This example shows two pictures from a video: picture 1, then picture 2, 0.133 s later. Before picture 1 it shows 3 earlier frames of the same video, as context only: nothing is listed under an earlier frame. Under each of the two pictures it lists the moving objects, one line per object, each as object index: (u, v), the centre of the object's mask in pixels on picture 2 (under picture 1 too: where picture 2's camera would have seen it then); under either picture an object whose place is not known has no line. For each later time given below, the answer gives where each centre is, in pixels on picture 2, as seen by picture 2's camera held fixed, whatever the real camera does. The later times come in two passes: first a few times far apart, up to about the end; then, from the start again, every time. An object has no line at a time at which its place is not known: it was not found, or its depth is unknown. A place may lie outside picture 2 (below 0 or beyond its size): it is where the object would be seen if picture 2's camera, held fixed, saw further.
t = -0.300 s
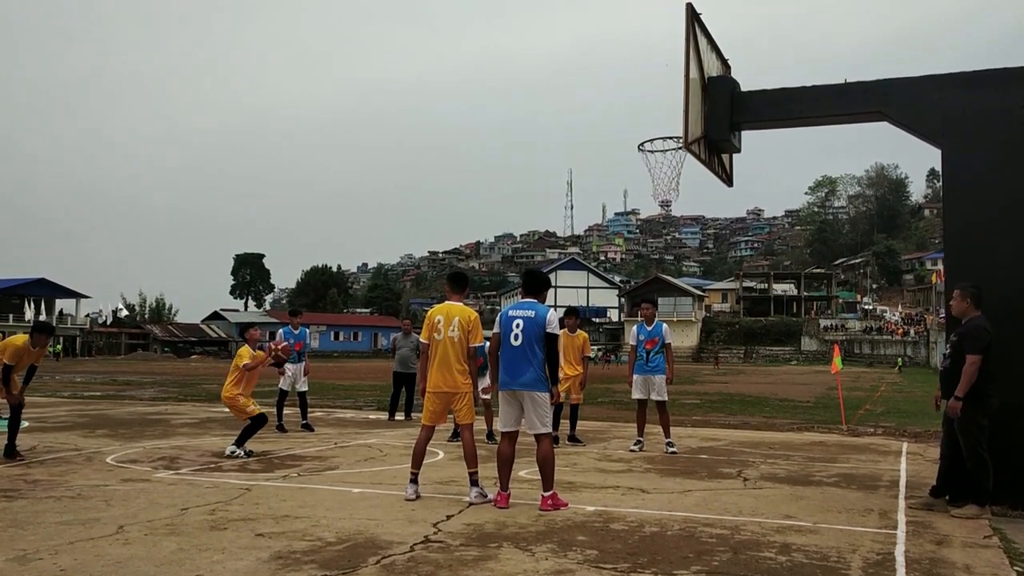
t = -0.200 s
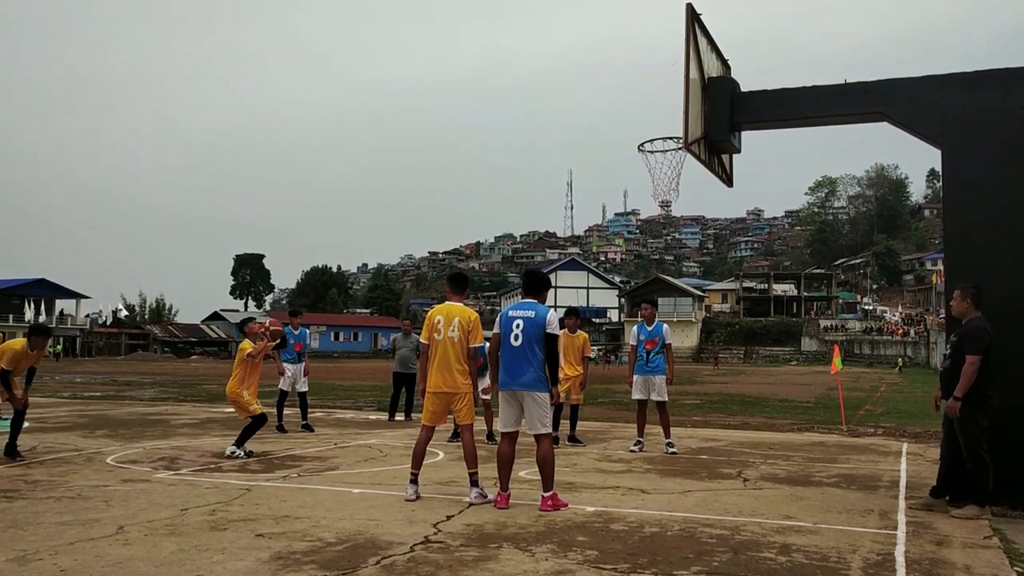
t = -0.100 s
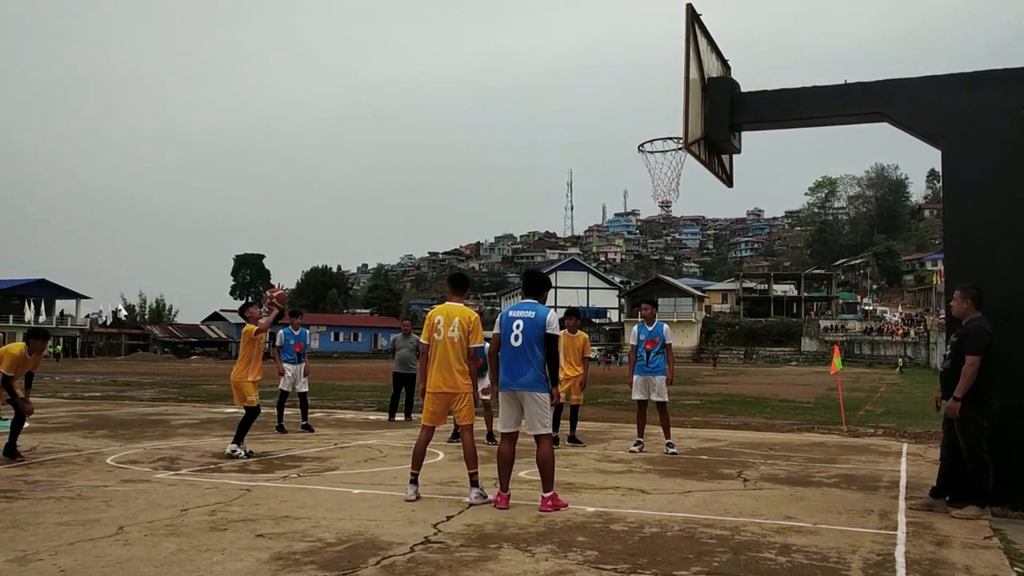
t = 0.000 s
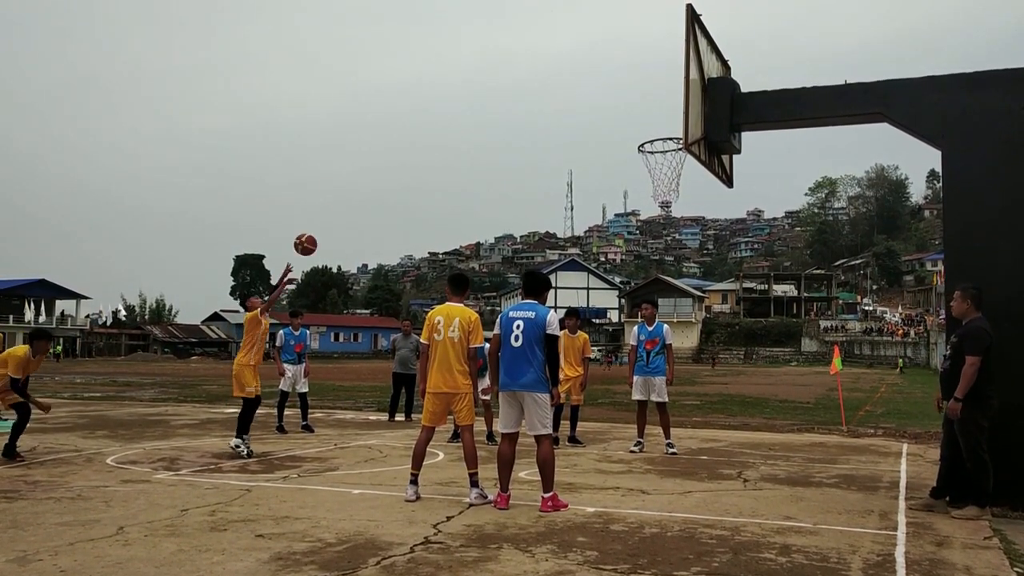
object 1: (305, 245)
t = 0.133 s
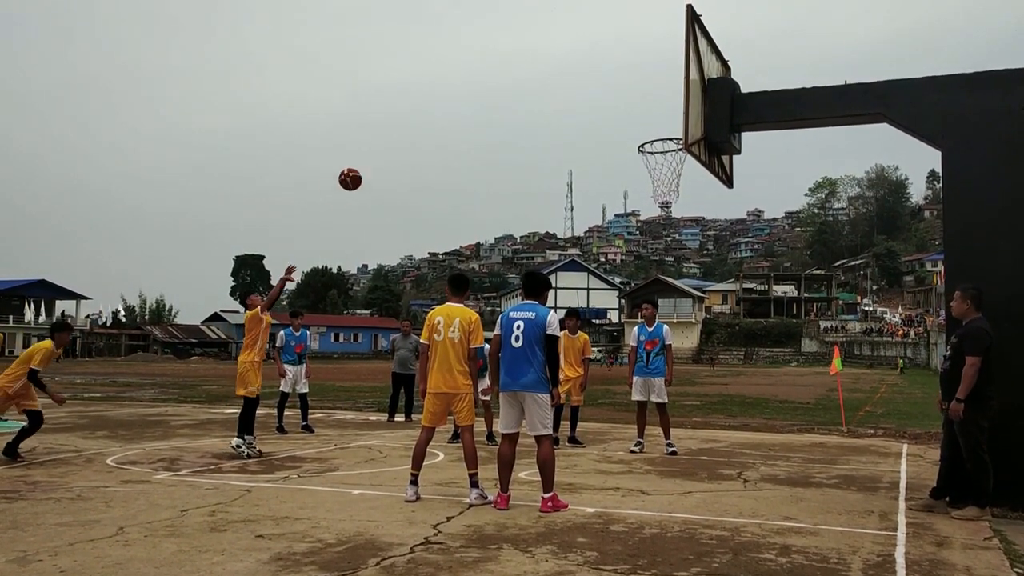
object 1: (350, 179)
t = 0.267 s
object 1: (395, 128)
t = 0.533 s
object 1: (488, 71)
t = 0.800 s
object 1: (587, 82)
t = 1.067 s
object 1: (672, 157)
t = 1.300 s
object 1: (641, 174)
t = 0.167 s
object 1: (361, 165)
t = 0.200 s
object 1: (372, 152)
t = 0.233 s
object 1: (384, 139)
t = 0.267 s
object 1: (395, 128)
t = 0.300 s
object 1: (407, 118)
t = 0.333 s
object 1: (418, 108)
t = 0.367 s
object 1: (430, 99)
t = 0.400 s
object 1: (441, 92)
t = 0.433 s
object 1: (453, 85)
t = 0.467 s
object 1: (465, 80)
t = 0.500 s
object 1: (477, 75)
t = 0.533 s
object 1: (488, 71)
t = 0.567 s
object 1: (501, 69)
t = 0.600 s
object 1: (513, 67)
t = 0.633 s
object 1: (525, 67)
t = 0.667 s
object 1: (537, 68)
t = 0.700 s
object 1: (550, 69)
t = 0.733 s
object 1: (562, 72)
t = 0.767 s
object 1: (575, 76)
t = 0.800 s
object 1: (587, 82)
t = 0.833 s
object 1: (600, 88)
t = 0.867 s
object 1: (613, 96)
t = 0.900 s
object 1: (626, 105)
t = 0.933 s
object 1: (640, 115)
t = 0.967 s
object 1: (653, 126)
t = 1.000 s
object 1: (667, 139)
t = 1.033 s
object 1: (672, 149)
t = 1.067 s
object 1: (672, 157)
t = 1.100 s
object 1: (671, 164)
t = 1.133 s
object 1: (666, 167)
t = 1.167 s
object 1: (660, 167)
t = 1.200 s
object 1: (654, 168)
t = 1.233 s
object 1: (650, 170)
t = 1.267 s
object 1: (645, 171)
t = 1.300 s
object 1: (641, 174)
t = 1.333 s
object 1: (637, 178)
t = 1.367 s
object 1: (633, 183)
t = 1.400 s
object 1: (629, 189)
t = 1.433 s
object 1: (625, 197)
